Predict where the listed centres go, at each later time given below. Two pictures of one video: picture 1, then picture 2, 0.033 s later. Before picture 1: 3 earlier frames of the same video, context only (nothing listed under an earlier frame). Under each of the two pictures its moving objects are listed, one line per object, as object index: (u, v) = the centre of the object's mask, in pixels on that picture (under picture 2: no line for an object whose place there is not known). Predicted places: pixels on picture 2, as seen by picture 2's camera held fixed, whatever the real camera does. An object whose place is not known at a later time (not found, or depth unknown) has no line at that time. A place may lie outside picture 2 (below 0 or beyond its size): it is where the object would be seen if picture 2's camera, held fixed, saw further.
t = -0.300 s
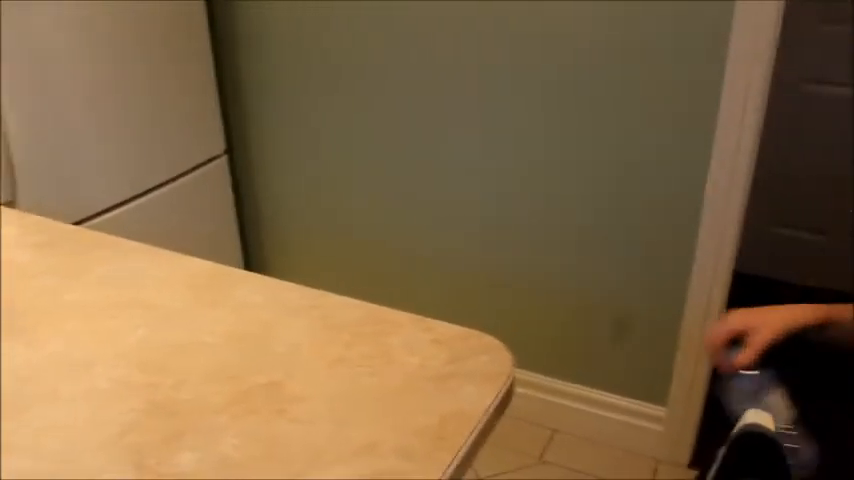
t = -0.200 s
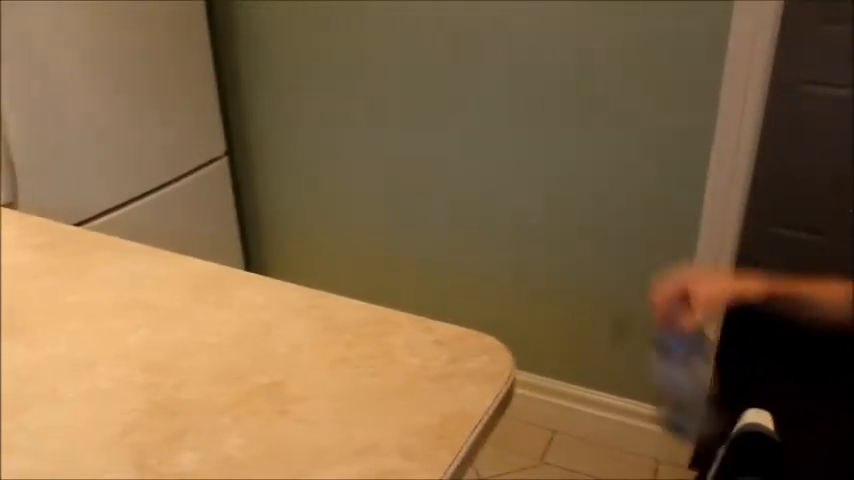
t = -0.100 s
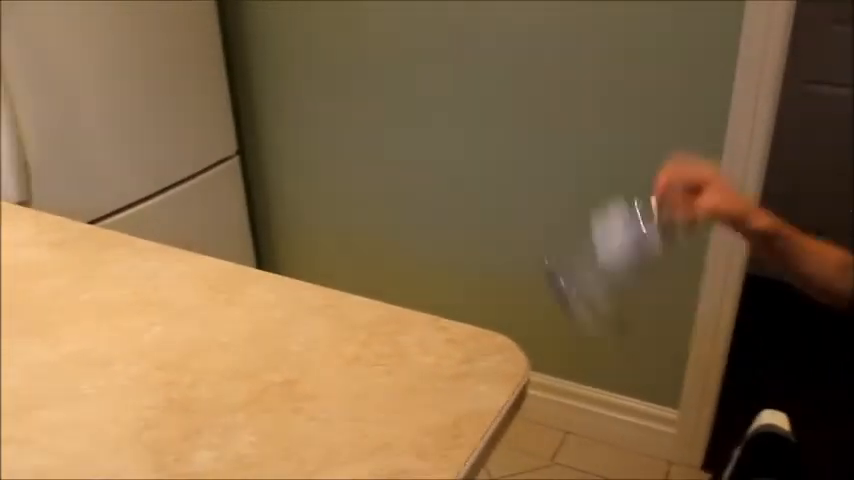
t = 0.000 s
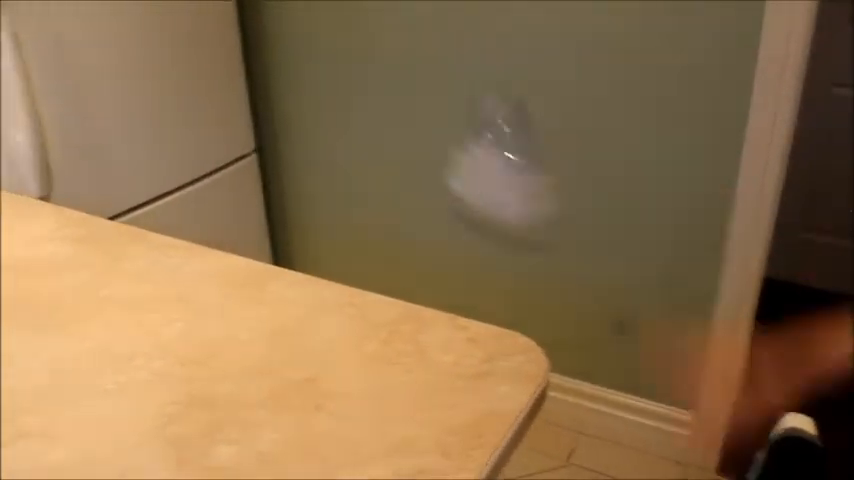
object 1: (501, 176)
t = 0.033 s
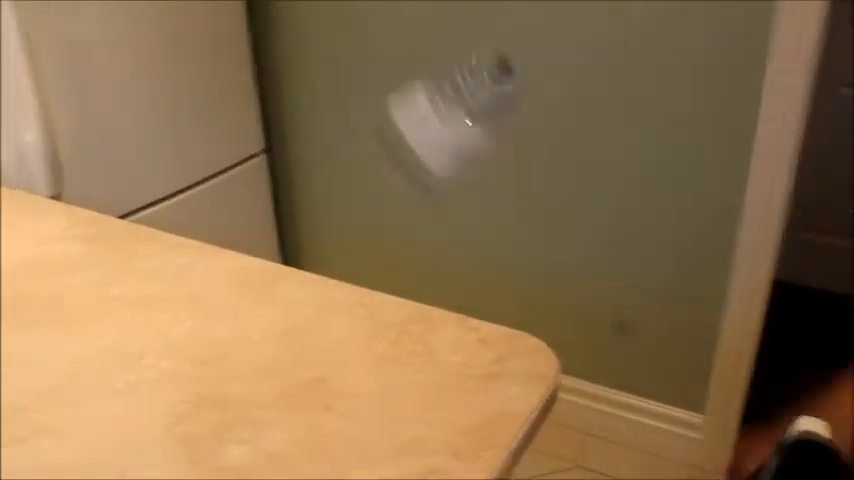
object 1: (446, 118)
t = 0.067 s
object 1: (406, 71)
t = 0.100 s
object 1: (378, 41)
